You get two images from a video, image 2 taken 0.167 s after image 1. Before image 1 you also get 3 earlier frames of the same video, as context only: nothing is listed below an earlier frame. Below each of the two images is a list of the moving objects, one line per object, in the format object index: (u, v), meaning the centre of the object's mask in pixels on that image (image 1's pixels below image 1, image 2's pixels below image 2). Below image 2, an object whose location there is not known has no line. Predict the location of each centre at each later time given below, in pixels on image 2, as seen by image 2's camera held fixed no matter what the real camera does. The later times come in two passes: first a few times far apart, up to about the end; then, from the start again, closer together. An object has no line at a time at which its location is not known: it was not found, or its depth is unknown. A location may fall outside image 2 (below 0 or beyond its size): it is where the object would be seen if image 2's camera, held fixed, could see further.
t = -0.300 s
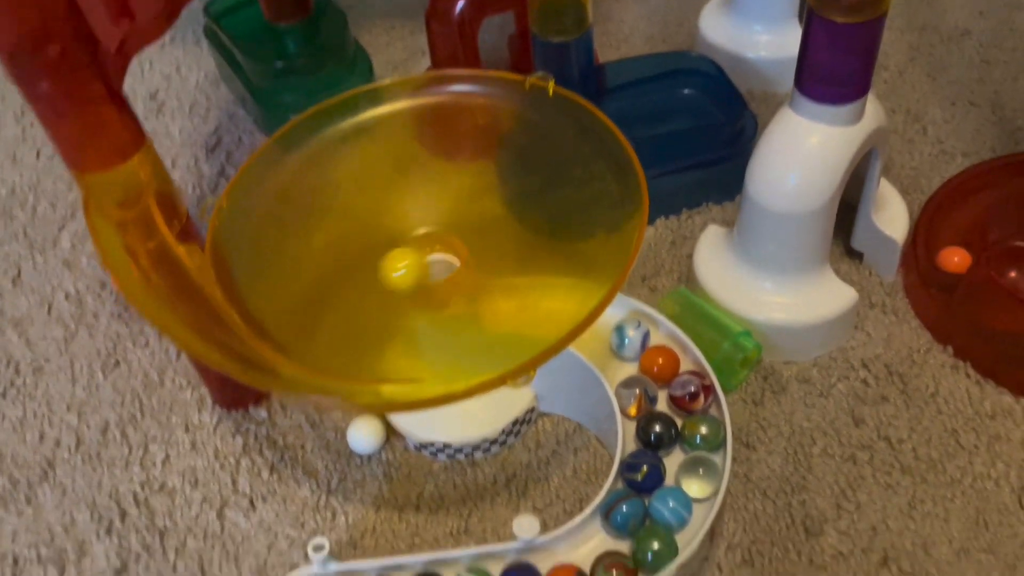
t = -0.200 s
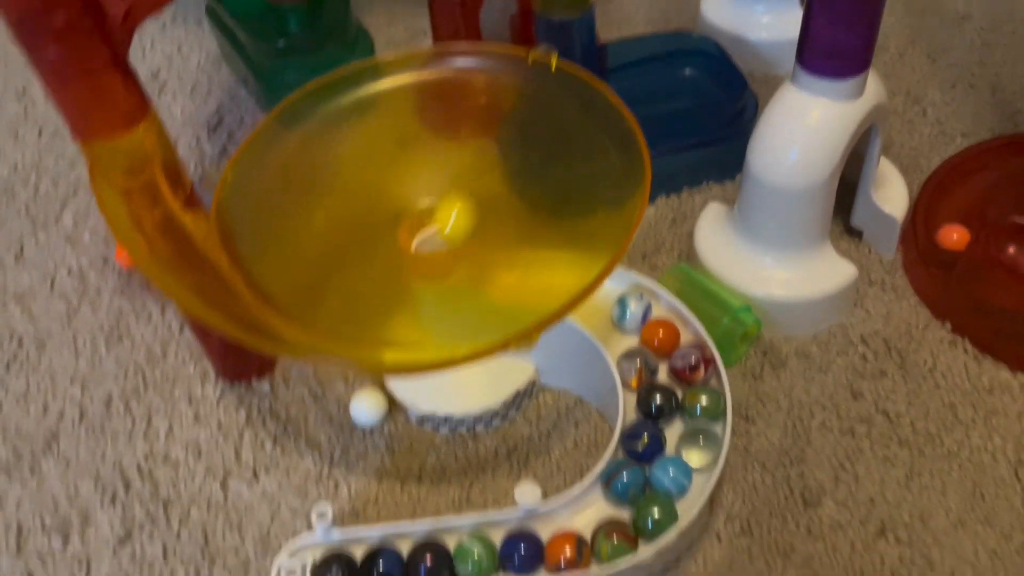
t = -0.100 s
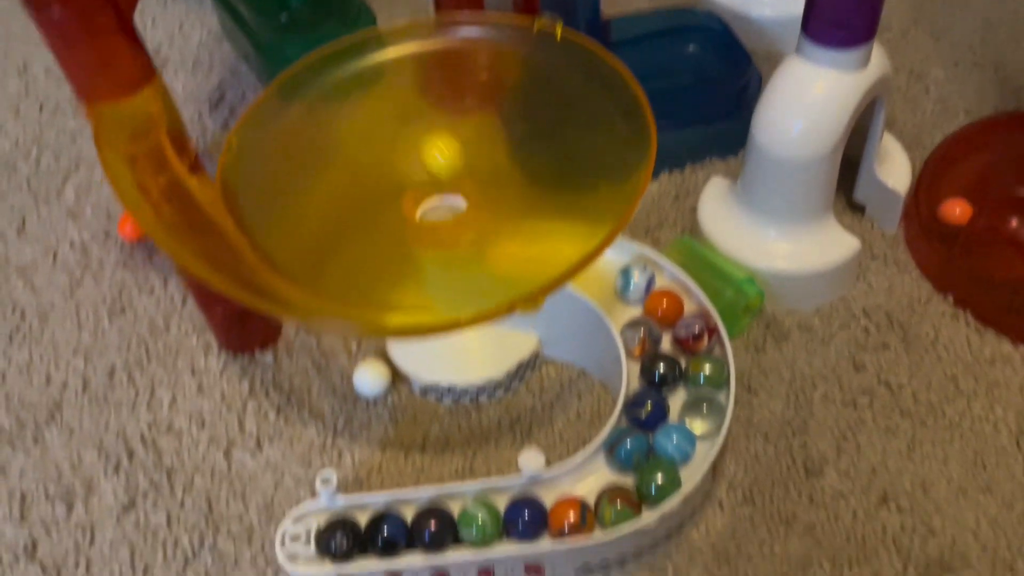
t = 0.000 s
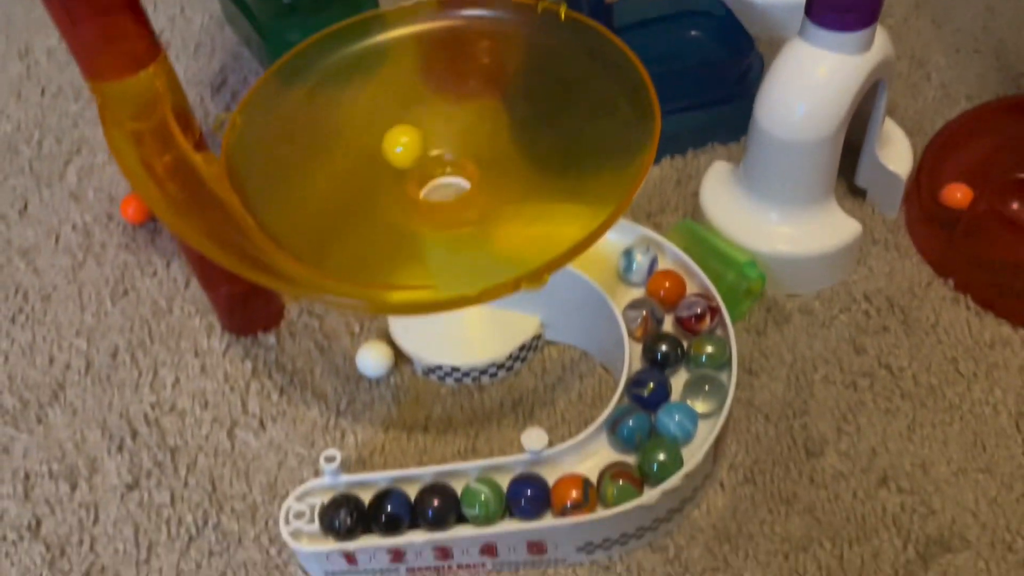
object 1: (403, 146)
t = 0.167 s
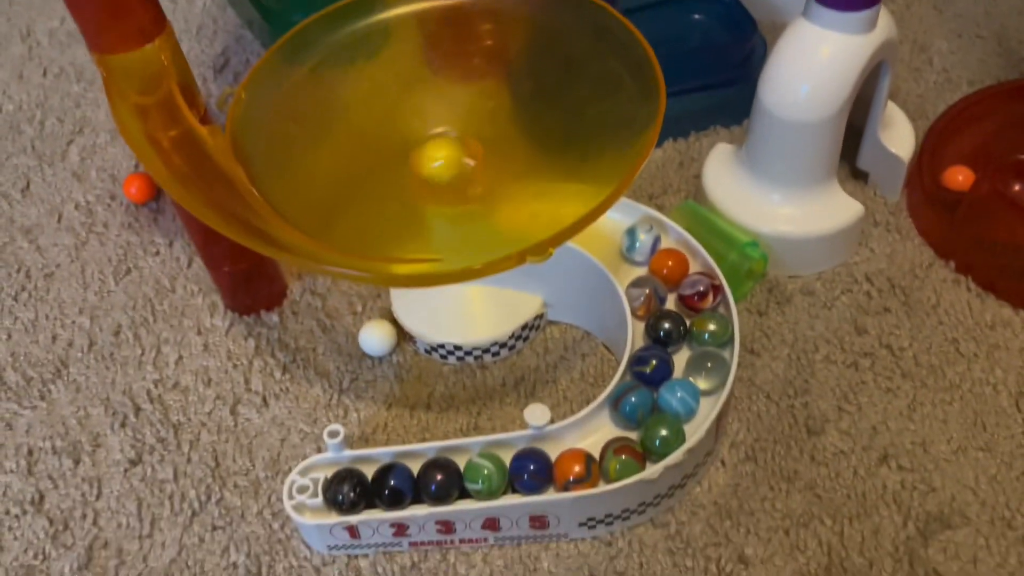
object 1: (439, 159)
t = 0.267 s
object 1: (474, 136)
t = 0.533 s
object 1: (435, 160)
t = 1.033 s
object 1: (447, 152)
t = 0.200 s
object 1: (457, 155)
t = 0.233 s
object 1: (469, 146)
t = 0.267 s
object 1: (474, 136)
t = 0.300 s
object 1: (470, 128)
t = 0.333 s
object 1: (457, 123)
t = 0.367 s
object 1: (436, 124)
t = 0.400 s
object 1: (420, 134)
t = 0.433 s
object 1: (414, 145)
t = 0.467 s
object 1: (417, 154)
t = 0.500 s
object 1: (426, 159)
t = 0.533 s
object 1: (435, 160)
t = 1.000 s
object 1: (445, 159)
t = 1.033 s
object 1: (447, 152)
